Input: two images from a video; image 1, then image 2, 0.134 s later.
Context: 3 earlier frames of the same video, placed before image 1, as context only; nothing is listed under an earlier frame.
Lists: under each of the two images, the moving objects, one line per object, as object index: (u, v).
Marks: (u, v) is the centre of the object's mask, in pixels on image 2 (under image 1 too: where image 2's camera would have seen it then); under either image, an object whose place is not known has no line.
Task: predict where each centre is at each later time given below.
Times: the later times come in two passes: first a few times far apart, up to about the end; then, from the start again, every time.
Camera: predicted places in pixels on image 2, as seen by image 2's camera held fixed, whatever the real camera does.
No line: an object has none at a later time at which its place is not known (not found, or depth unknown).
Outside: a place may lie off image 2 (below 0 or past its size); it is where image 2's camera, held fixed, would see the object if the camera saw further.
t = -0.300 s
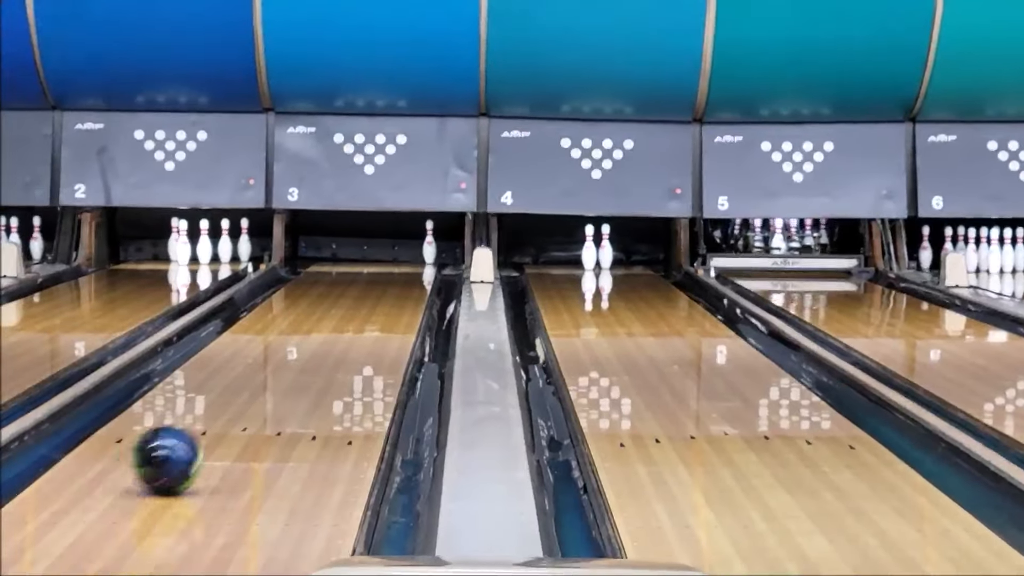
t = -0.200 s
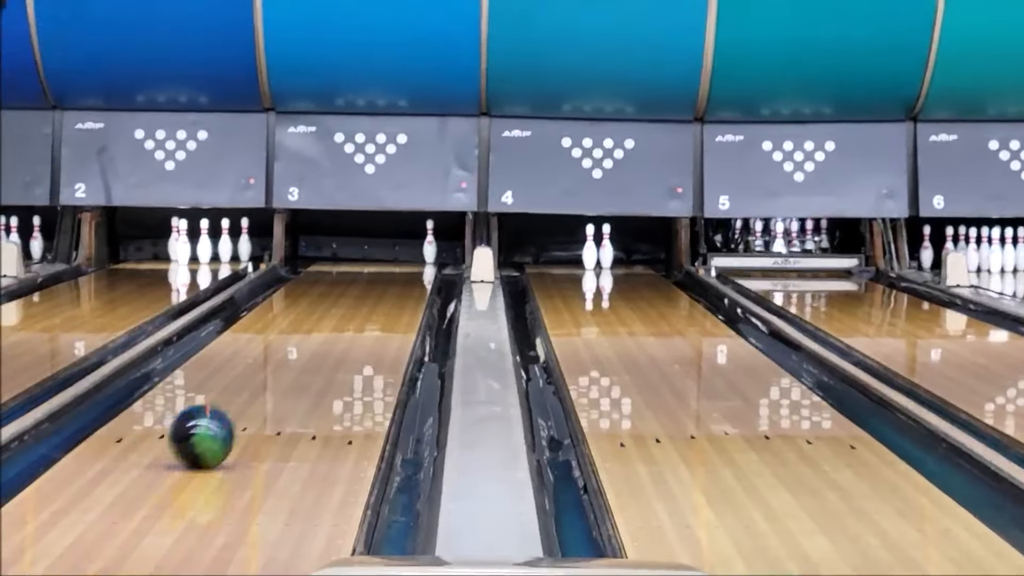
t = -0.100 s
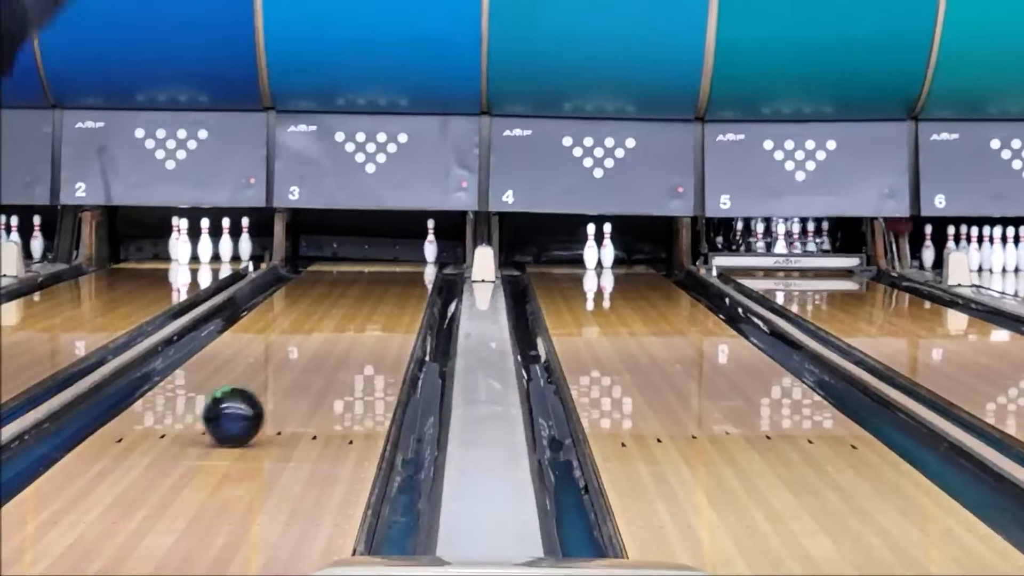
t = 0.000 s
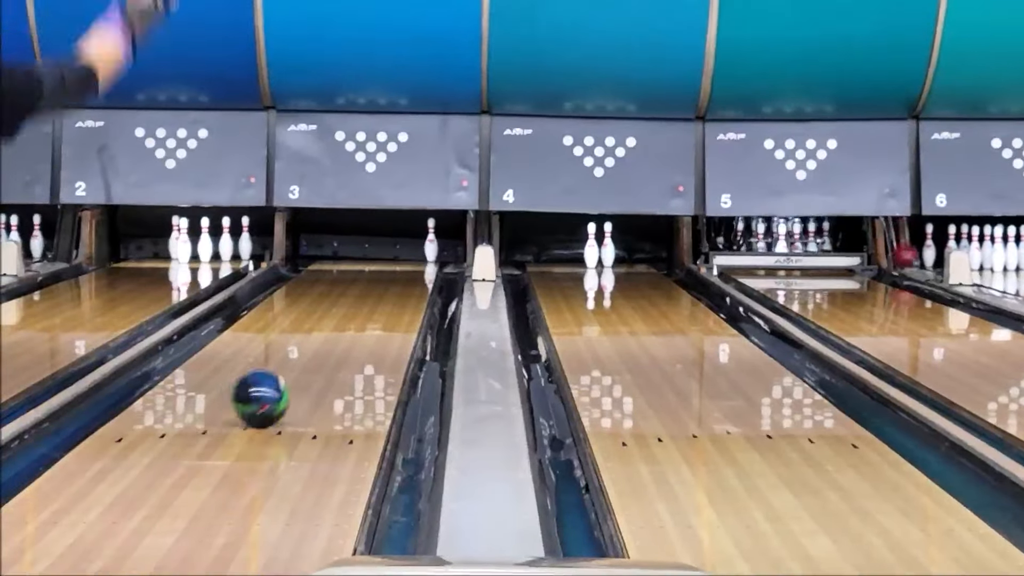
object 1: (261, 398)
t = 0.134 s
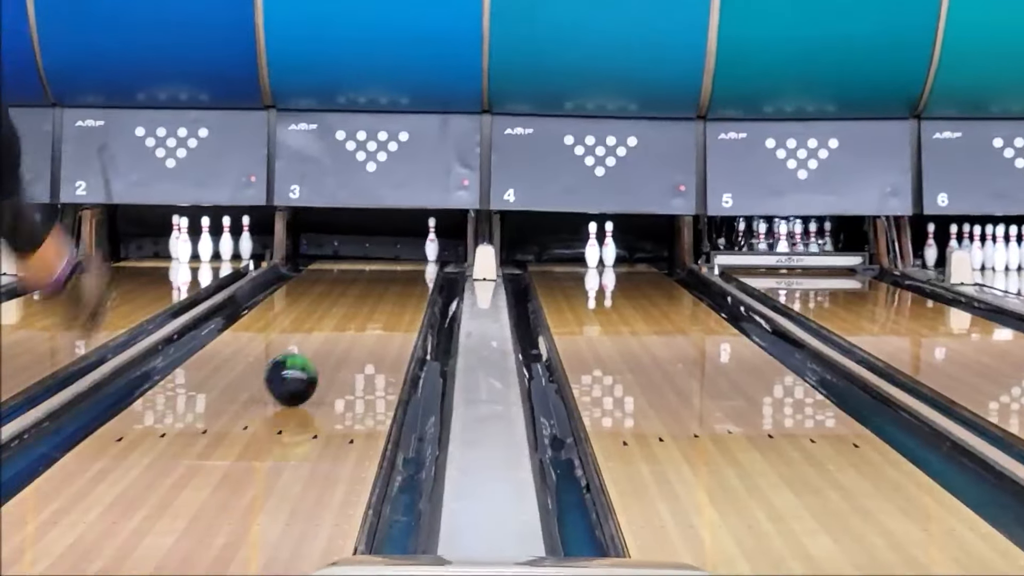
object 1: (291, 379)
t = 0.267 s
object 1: (317, 361)
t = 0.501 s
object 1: (354, 336)
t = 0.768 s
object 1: (385, 314)
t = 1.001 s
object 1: (405, 299)
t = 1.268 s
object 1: (420, 284)
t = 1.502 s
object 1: (428, 274)
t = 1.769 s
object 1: (429, 265)
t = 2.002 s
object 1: (424, 258)
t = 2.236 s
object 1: (417, 252)
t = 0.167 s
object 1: (298, 374)
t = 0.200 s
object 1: (304, 369)
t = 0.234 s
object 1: (311, 365)
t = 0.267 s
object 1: (317, 361)
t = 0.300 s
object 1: (323, 358)
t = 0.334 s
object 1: (328, 354)
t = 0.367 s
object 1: (334, 350)
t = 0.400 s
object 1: (339, 347)
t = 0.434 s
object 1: (344, 343)
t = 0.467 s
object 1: (349, 340)
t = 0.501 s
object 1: (354, 336)
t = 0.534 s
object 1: (358, 333)
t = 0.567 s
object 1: (363, 330)
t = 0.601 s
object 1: (367, 327)
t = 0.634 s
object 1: (370, 325)
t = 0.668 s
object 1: (374, 322)
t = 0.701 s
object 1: (378, 319)
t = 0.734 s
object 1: (382, 317)
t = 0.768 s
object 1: (385, 314)
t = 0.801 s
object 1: (388, 312)
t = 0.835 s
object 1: (392, 309)
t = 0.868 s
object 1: (394, 307)
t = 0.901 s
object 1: (397, 305)
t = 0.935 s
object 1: (400, 302)
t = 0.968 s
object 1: (403, 301)
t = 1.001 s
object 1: (405, 299)
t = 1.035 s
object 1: (408, 296)
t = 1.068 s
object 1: (410, 294)
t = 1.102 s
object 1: (412, 293)
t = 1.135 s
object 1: (414, 291)
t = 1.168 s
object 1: (416, 289)
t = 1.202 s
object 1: (417, 288)
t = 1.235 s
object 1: (419, 286)
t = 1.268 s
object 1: (420, 284)
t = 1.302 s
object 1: (422, 283)
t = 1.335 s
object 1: (423, 281)
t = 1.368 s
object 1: (426, 280)
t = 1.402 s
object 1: (426, 278)
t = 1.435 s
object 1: (427, 277)
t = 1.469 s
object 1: (428, 276)
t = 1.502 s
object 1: (428, 274)
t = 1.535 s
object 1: (429, 273)
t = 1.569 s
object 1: (429, 272)
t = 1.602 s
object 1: (429, 270)
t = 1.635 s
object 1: (429, 269)
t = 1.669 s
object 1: (429, 268)
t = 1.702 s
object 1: (429, 268)
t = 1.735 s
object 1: (429, 265)
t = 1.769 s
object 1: (429, 265)
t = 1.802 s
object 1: (428, 264)
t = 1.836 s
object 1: (428, 262)
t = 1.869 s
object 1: (427, 262)
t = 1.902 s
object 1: (426, 261)
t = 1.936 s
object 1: (425, 260)
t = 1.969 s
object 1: (424, 259)
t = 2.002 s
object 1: (424, 258)
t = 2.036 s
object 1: (422, 258)
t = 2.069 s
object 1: (422, 257)
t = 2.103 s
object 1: (421, 255)
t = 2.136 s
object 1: (420, 255)
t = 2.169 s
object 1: (419, 254)
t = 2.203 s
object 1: (418, 253)
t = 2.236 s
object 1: (417, 252)
